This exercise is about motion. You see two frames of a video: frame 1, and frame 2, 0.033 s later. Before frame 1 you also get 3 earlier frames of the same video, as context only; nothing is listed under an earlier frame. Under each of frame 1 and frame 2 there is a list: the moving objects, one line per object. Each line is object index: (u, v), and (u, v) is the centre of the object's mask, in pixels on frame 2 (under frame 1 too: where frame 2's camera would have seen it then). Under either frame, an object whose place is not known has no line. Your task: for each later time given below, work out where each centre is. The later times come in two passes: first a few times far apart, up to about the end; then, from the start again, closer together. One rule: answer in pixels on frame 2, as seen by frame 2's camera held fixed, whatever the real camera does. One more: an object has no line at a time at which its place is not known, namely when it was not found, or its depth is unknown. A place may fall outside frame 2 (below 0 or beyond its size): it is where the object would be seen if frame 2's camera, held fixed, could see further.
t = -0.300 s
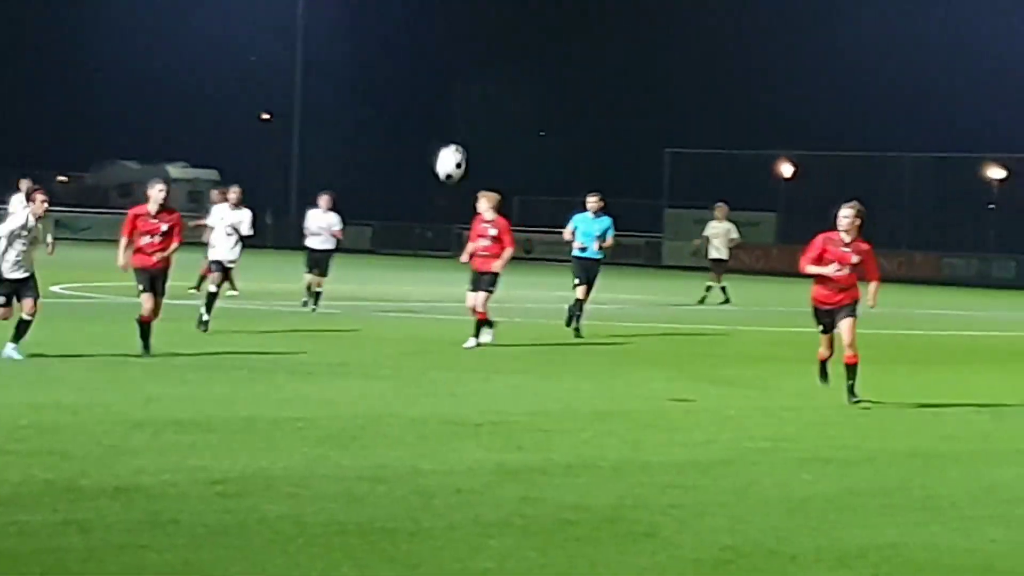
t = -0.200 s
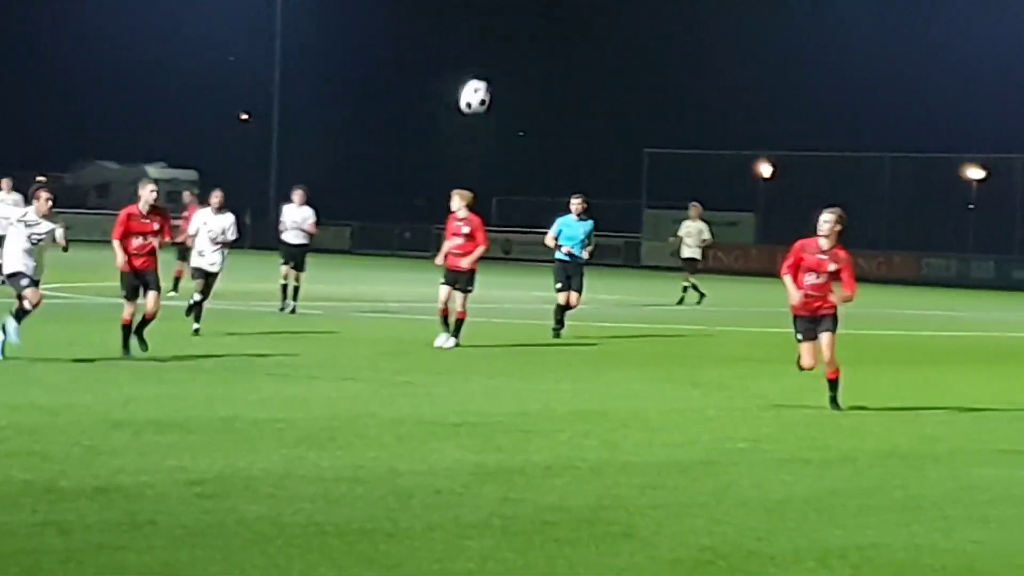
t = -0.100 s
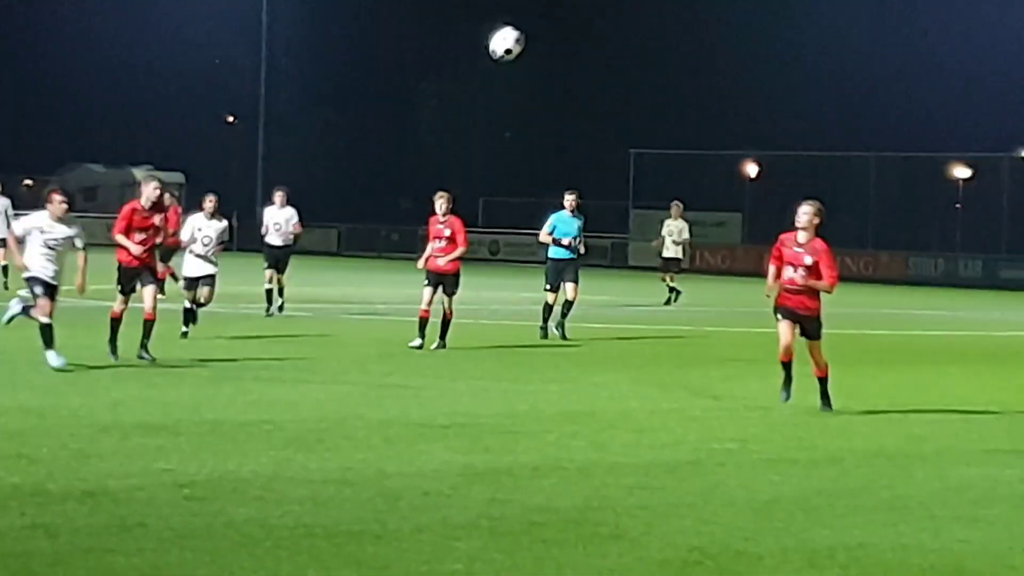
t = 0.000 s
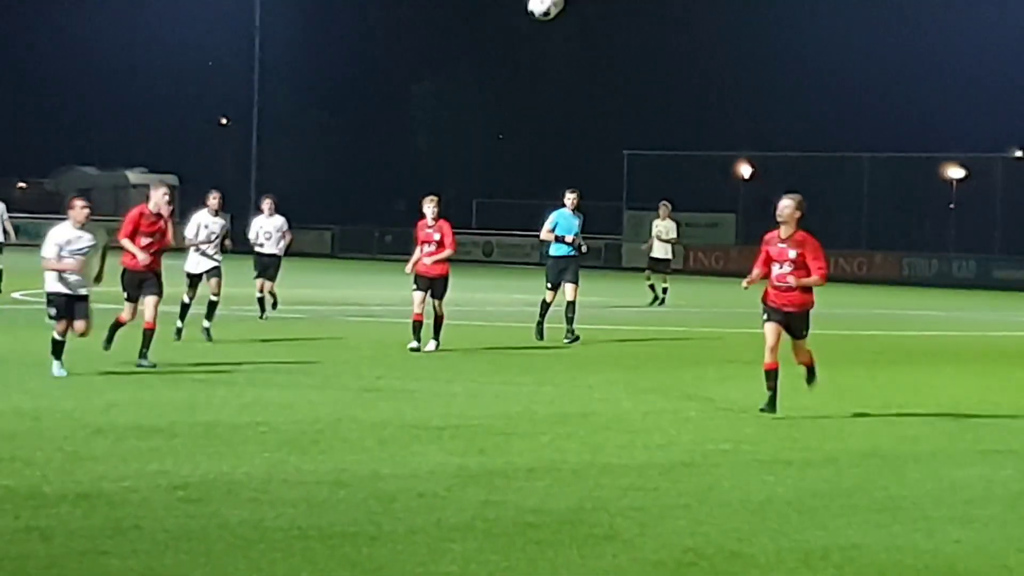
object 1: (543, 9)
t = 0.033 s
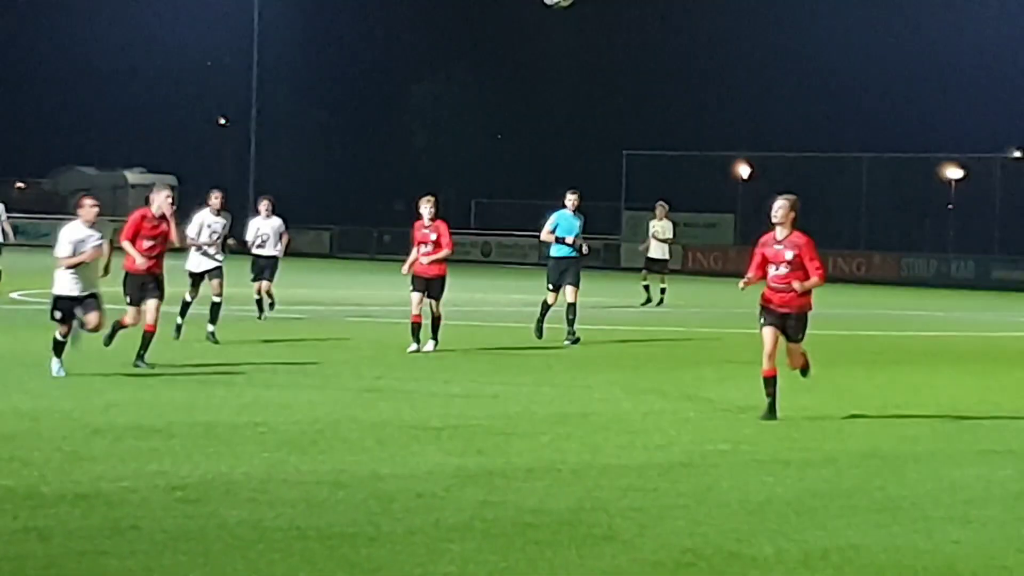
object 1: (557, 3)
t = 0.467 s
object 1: (767, -10)
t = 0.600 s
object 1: (832, 30)
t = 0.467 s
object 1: (767, -10)
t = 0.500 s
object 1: (783, -6)
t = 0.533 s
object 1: (799, 1)
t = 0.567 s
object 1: (815, 14)
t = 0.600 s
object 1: (832, 30)
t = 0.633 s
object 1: (848, 48)
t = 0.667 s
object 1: (865, 67)
